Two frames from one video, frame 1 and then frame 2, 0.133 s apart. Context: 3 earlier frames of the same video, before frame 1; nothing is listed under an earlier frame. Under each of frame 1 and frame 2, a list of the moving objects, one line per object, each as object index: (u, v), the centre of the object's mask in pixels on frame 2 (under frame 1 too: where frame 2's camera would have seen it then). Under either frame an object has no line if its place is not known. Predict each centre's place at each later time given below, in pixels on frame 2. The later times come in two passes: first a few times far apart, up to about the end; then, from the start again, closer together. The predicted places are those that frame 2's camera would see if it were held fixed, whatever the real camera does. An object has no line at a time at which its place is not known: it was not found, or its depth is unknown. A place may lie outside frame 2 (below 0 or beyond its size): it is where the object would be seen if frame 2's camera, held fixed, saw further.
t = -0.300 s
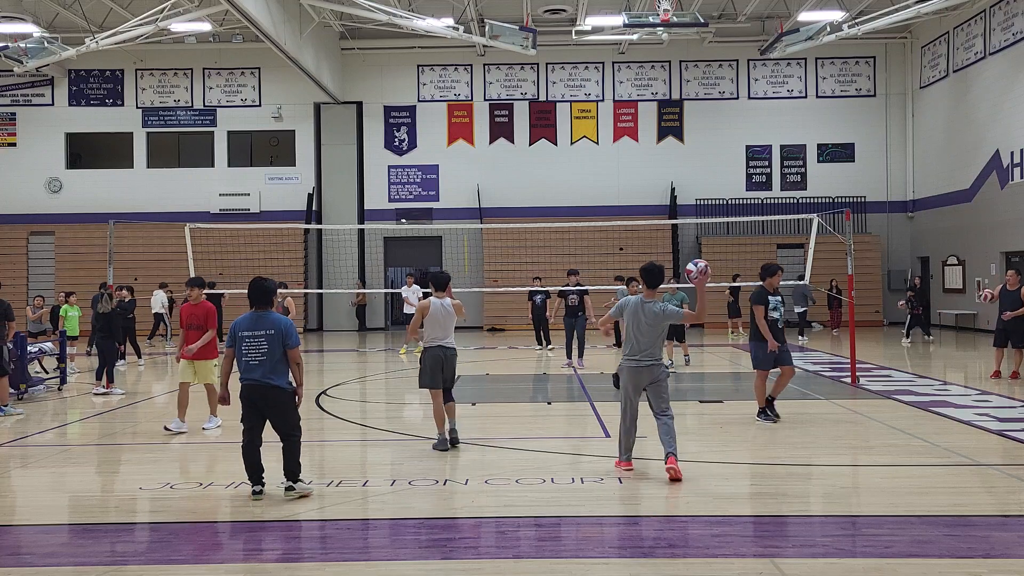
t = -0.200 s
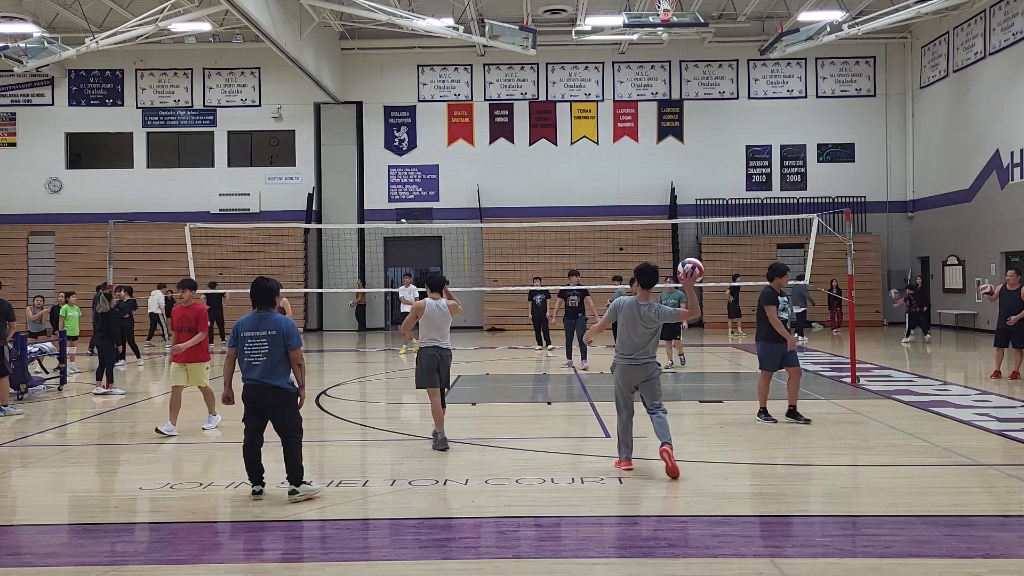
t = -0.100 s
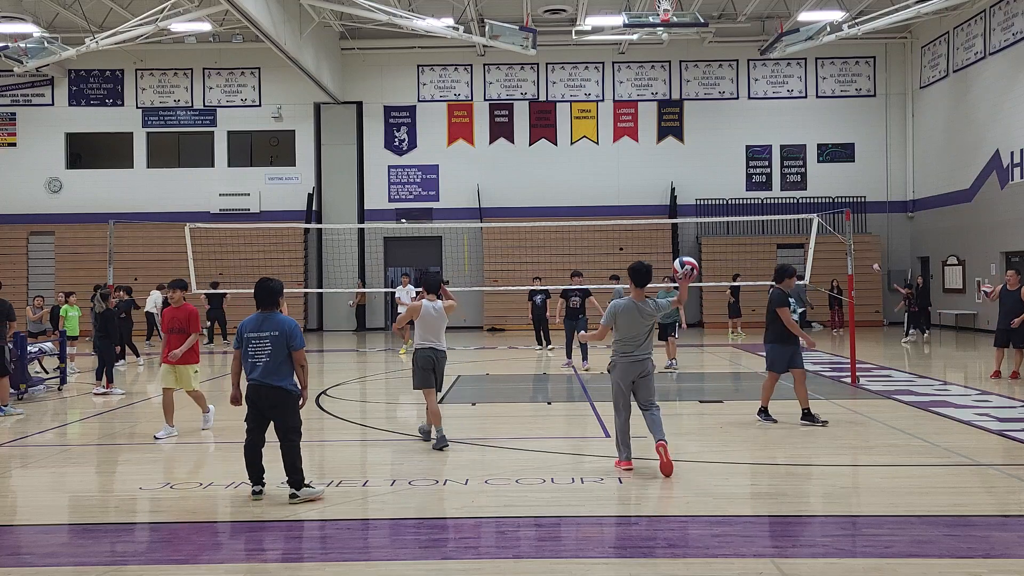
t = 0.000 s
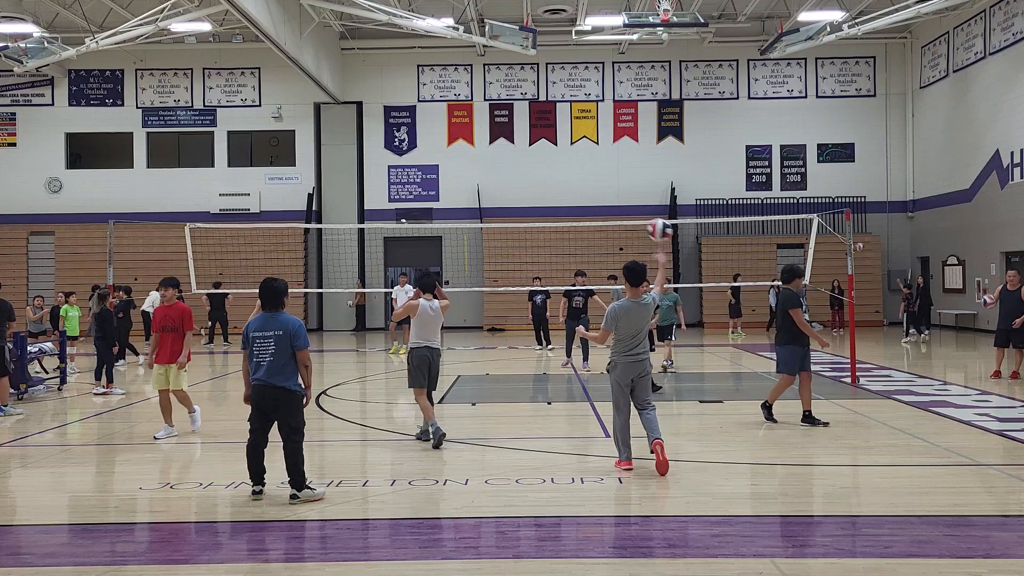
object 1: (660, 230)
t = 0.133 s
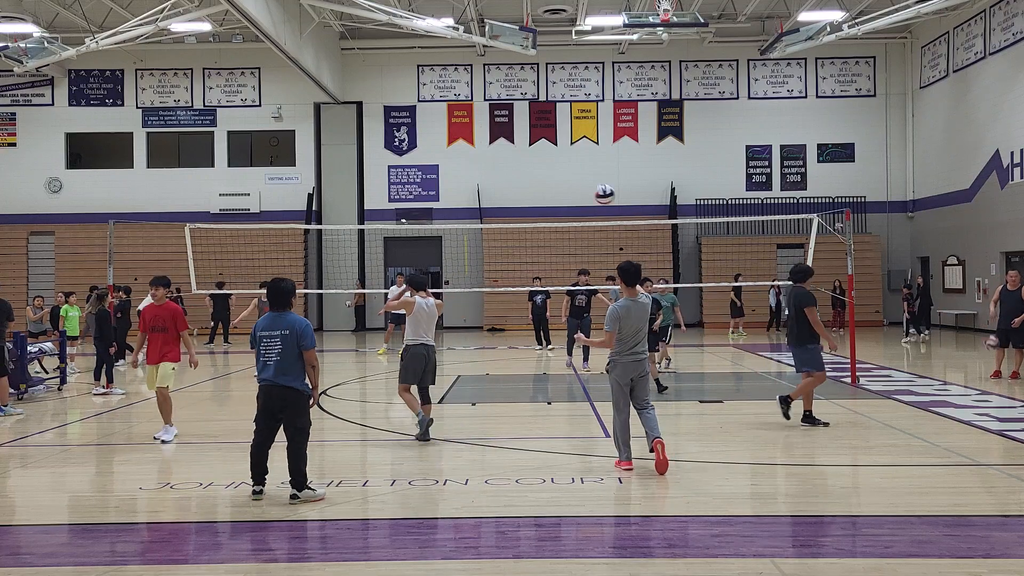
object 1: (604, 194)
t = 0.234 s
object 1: (572, 183)
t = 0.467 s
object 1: (519, 189)
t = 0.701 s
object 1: (482, 221)
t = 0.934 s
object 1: (452, 275)
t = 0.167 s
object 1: (593, 189)
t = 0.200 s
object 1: (582, 185)
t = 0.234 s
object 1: (572, 183)
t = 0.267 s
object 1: (563, 181)
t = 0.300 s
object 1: (555, 181)
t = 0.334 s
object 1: (547, 181)
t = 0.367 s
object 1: (539, 182)
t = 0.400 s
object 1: (532, 184)
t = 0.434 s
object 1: (525, 186)
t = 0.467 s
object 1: (519, 189)
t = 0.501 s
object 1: (513, 193)
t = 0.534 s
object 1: (507, 197)
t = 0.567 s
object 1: (501, 201)
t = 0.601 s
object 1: (496, 206)
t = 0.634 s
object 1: (491, 212)
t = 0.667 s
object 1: (486, 217)
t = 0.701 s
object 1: (482, 221)
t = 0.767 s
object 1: (472, 236)
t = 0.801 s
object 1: (468, 243)
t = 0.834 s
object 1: (463, 251)
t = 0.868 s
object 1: (459, 259)
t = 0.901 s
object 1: (456, 267)
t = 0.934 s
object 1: (452, 275)
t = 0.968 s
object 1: (448, 283)
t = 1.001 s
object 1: (444, 293)
